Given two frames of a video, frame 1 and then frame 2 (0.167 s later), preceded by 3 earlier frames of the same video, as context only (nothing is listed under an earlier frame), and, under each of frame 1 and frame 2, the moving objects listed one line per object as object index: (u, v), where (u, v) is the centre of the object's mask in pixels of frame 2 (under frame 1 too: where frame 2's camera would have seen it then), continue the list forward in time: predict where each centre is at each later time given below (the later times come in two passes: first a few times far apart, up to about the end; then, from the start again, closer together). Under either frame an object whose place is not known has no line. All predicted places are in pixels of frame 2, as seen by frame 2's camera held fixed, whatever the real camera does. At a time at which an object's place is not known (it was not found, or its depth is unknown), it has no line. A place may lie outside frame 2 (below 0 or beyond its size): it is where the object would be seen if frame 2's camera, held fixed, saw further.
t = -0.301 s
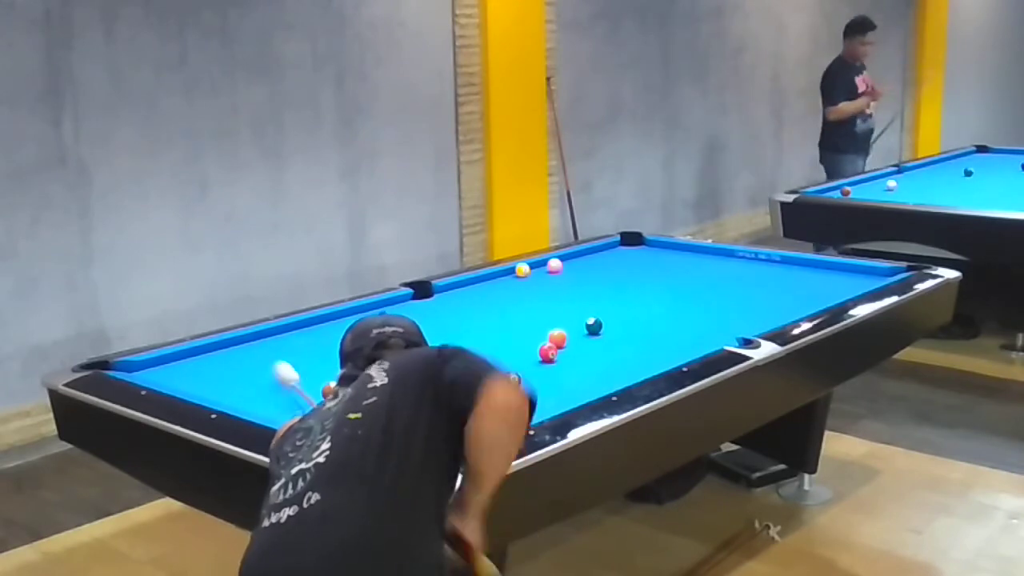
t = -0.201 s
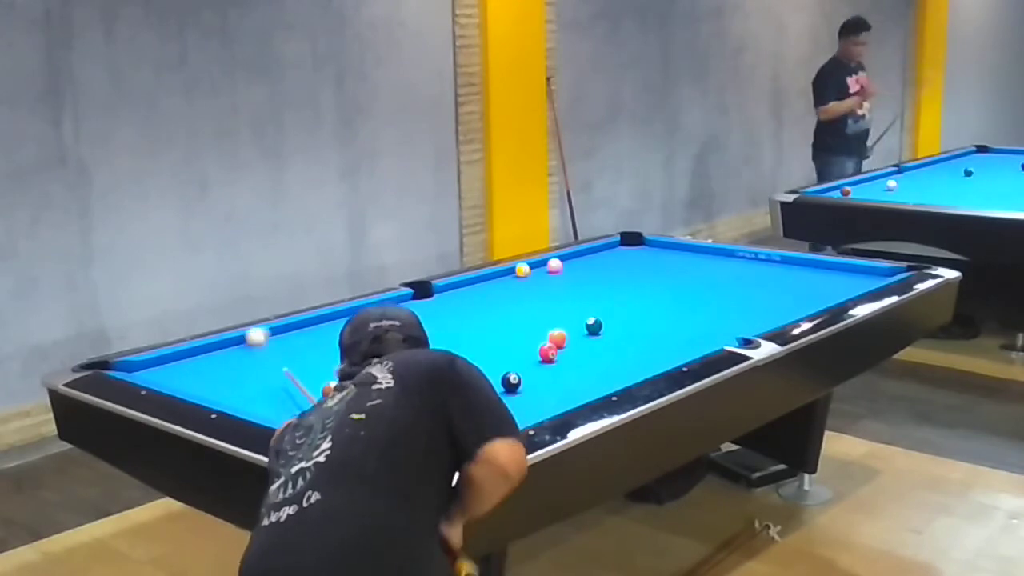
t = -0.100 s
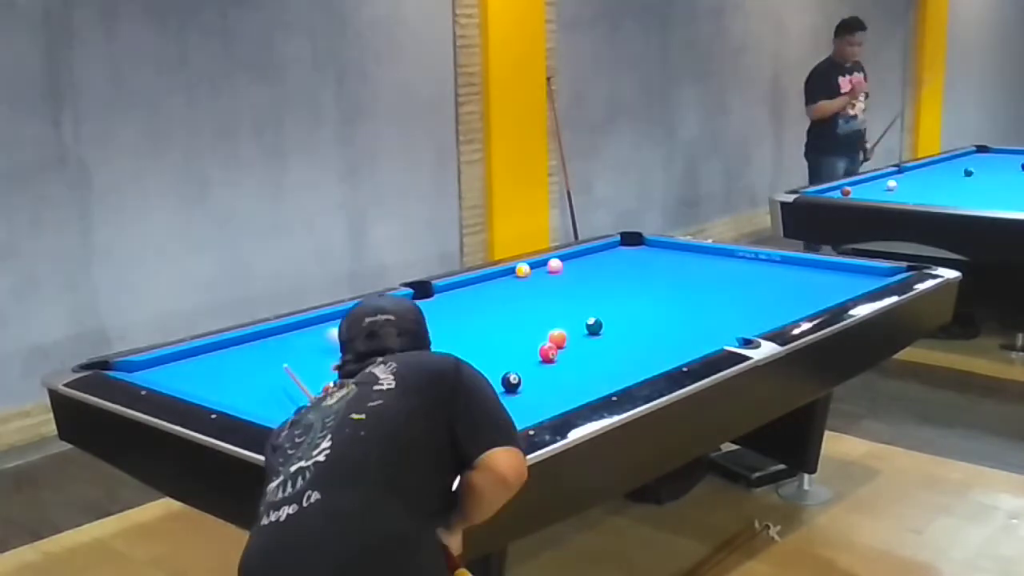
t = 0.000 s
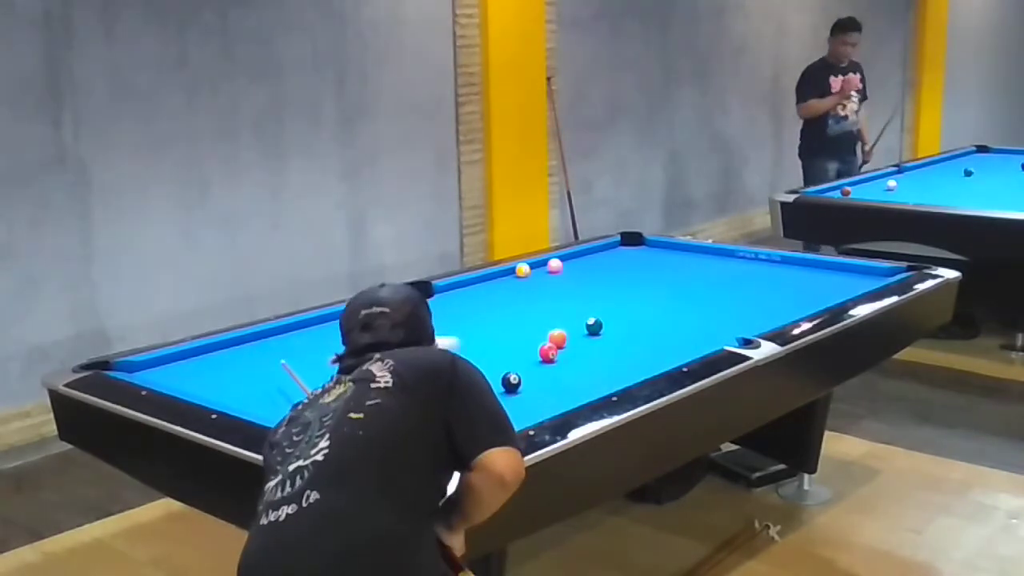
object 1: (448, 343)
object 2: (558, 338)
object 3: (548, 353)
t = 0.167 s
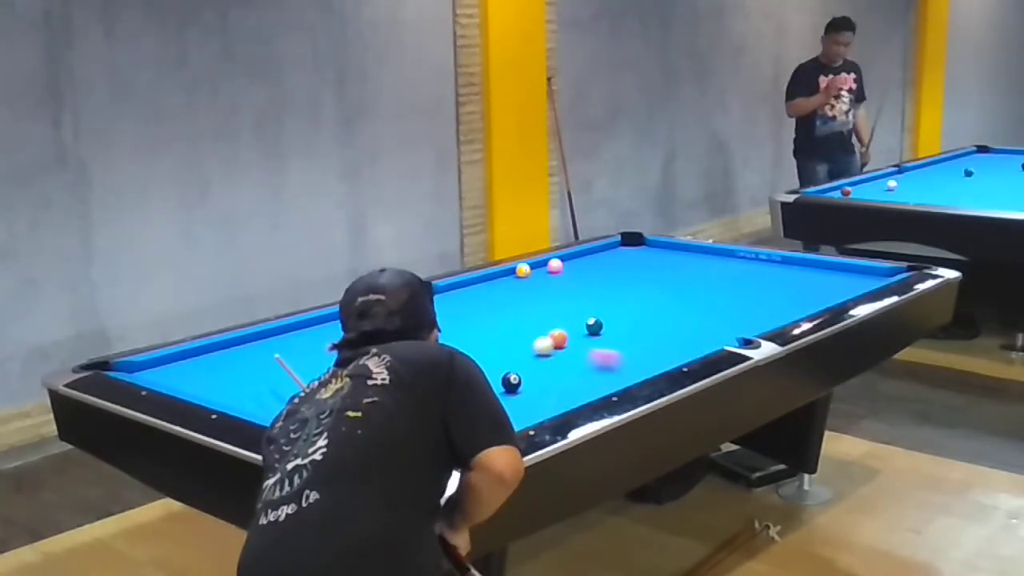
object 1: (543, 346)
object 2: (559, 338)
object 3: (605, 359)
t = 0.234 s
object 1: (558, 341)
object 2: (557, 331)
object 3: (655, 362)
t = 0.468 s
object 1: (613, 338)
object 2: (558, 330)
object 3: (598, 347)
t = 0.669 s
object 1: (655, 327)
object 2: (558, 324)
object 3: (552, 342)
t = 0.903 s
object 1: (700, 315)
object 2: (558, 319)
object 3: (502, 337)
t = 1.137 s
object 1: (742, 304)
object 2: (558, 313)
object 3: (455, 332)
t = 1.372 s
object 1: (780, 293)
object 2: (558, 308)
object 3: (411, 327)
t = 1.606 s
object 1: (815, 283)
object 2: (558, 303)
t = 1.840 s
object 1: (847, 274)
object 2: (557, 299)
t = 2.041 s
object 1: (867, 271)
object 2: (557, 296)
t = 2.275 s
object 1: (876, 277)
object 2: (557, 292)
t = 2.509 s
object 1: (864, 281)
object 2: (557, 289)
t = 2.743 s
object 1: (842, 284)
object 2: (557, 286)
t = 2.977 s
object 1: (822, 286)
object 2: (556, 283)
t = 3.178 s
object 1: (804, 288)
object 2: (556, 281)
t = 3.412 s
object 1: (785, 290)
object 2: (555, 279)
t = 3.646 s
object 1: (766, 292)
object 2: (555, 277)
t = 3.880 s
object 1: (749, 294)
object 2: (554, 276)
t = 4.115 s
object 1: (733, 296)
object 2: (553, 274)
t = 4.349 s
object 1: (717, 297)
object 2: (553, 273)
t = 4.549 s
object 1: (705, 298)
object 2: (552, 272)
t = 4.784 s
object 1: (692, 300)
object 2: (551, 272)
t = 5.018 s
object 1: (680, 301)
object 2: (550, 271)
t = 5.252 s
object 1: (669, 302)
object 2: (550, 271)
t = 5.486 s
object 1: (659, 304)
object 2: (551, 271)
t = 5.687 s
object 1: (651, 304)
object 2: (550, 271)
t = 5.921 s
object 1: (644, 306)
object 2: (549, 272)
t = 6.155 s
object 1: (637, 306)
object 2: (548, 272)
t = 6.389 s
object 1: (631, 306)
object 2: (549, 271)
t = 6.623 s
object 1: (630, 306)
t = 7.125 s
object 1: (619, 306)
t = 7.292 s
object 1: (622, 307)
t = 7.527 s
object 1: (621, 307)
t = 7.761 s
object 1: (621, 306)
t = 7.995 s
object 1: (621, 307)
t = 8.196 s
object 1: (621, 307)
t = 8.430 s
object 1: (621, 307)
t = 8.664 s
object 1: (621, 307)
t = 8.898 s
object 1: (621, 307)
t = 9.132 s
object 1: (621, 307)
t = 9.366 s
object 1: (621, 307)
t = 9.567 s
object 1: (621, 307)
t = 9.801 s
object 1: (621, 307)
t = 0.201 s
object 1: (550, 344)
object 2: (561, 336)
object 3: (631, 362)
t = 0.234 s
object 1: (558, 341)
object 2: (557, 331)
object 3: (655, 362)
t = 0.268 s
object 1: (565, 343)
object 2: (555, 334)
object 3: (651, 361)
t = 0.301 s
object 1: (574, 343)
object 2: (557, 335)
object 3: (641, 359)
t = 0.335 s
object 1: (581, 343)
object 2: (558, 334)
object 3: (632, 356)
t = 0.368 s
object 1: (589, 342)
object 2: (558, 333)
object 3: (623, 353)
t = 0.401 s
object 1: (596, 342)
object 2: (558, 332)
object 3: (614, 350)
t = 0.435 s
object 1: (605, 337)
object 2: (558, 331)
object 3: (605, 347)
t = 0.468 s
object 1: (613, 338)
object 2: (558, 330)
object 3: (598, 347)
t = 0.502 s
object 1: (620, 337)
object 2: (558, 329)
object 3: (590, 346)
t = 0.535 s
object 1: (627, 335)
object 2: (558, 328)
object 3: (582, 346)
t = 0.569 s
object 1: (634, 333)
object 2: (558, 327)
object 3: (575, 345)
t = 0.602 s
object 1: (641, 330)
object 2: (558, 326)
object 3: (567, 344)
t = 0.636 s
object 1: (648, 329)
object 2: (558, 325)
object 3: (559, 343)
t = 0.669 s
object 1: (655, 327)
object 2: (558, 324)
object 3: (552, 342)
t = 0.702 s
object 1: (661, 325)
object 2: (558, 324)
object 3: (544, 342)
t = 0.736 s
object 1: (668, 323)
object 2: (558, 323)
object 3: (537, 341)
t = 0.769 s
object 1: (674, 322)
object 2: (557, 322)
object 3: (530, 340)
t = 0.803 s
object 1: (681, 320)
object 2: (558, 321)
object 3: (522, 339)
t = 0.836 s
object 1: (687, 318)
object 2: (557, 320)
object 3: (515, 339)
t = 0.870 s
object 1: (694, 317)
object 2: (558, 319)
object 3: (508, 338)
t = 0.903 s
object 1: (700, 315)
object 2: (558, 319)
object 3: (502, 337)
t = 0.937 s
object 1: (706, 313)
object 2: (558, 318)
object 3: (495, 336)
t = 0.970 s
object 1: (712, 312)
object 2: (558, 317)
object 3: (488, 336)
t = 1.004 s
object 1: (718, 310)
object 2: (558, 316)
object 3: (481, 335)
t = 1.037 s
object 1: (724, 308)
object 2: (558, 315)
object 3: (475, 334)
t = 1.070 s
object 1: (730, 307)
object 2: (558, 314)
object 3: (468, 334)
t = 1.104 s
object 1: (736, 305)
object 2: (558, 314)
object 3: (462, 333)
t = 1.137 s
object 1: (742, 304)
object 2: (558, 313)
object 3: (455, 332)
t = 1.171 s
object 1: (748, 302)
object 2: (558, 312)
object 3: (448, 331)
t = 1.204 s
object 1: (753, 300)
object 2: (558, 311)
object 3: (442, 331)
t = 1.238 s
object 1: (758, 299)
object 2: (558, 311)
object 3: (435, 330)
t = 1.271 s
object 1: (764, 297)
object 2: (558, 310)
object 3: (429, 330)
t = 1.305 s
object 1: (769, 296)
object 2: (558, 309)
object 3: (424, 329)
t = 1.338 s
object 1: (775, 294)
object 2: (558, 309)
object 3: (417, 328)
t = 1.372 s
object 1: (780, 293)
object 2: (558, 308)
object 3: (411, 327)
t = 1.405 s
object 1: (785, 292)
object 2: (558, 307)
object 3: (404, 326)
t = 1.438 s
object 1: (790, 290)
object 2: (558, 307)
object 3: (398, 326)
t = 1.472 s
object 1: (795, 289)
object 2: (557, 306)
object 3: (393, 325)
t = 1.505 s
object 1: (800, 287)
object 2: (558, 305)
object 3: (387, 324)
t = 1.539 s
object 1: (805, 286)
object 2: (558, 304)
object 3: (383, 323)
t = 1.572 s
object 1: (810, 285)
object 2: (558, 304)
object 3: (380, 321)
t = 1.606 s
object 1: (815, 283)
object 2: (558, 303)
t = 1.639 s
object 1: (819, 282)
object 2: (558, 302)
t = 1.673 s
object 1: (824, 281)
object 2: (558, 302)
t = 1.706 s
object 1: (829, 279)
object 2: (558, 301)
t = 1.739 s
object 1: (833, 278)
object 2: (557, 301)
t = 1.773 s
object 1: (838, 277)
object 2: (557, 300)
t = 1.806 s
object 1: (842, 276)
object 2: (557, 300)
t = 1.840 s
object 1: (847, 274)
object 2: (557, 299)
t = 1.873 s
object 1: (852, 273)
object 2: (557, 298)
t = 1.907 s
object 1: (856, 272)
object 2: (557, 298)
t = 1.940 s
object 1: (860, 270)
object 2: (557, 297)
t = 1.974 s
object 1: (865, 270)
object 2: (557, 297)
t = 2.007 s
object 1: (866, 270)
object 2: (557, 296)
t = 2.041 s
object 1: (867, 271)
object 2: (557, 296)
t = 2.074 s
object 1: (868, 272)
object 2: (557, 295)
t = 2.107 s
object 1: (870, 273)
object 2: (557, 295)
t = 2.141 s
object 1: (871, 274)
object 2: (557, 294)
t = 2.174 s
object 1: (872, 275)
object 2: (557, 294)
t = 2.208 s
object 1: (874, 276)
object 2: (557, 293)
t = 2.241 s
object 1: (875, 276)
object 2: (557, 293)
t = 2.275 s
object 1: (876, 277)
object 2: (557, 292)
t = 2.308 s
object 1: (877, 277)
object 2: (557, 292)
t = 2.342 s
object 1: (879, 278)
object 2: (557, 291)
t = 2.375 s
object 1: (876, 279)
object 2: (557, 291)
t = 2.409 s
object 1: (873, 279)
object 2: (557, 290)
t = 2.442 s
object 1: (870, 280)
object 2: (557, 290)
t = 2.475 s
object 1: (867, 280)
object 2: (557, 290)
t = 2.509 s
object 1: (864, 281)
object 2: (557, 289)
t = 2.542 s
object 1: (860, 281)
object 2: (557, 289)
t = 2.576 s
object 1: (857, 282)
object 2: (557, 288)
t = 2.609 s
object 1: (854, 282)
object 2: (557, 287)
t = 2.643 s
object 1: (851, 283)
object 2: (557, 287)
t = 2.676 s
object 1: (848, 283)
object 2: (557, 287)
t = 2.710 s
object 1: (845, 284)
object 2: (557, 286)
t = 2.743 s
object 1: (842, 284)
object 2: (557, 286)
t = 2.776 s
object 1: (839, 284)
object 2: (557, 286)
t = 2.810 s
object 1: (836, 285)
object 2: (556, 285)
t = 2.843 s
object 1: (833, 285)
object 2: (556, 285)
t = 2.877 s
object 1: (830, 285)
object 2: (556, 284)
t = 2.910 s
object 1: (827, 286)
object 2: (557, 284)
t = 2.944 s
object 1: (824, 286)
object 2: (556, 284)
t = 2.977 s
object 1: (822, 286)
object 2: (556, 283)
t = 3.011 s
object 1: (818, 287)
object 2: (556, 283)
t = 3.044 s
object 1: (816, 287)
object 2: (556, 283)
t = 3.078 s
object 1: (813, 287)
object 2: (556, 282)
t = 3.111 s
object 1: (810, 287)
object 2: (556, 282)
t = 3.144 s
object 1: (807, 288)
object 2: (556, 282)
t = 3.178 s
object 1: (804, 288)
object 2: (556, 281)
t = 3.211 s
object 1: (801, 288)
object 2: (556, 281)
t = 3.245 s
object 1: (798, 289)
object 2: (556, 281)
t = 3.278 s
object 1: (795, 289)
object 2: (556, 280)
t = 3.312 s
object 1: (793, 289)
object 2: (556, 280)
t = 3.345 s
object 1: (790, 289)
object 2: (556, 280)
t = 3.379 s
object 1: (788, 290)
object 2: (556, 279)
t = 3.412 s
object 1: (785, 290)
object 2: (555, 279)
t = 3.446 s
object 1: (782, 290)
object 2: (555, 279)
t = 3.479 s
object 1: (779, 291)
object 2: (555, 279)
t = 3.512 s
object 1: (777, 291)
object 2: (555, 278)
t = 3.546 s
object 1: (774, 291)
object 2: (555, 278)
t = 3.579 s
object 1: (771, 292)
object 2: (555, 278)
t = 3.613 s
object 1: (769, 292)
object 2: (555, 278)
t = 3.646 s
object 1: (766, 292)
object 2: (555, 277)
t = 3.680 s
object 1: (764, 292)
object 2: (555, 277)
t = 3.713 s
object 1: (761, 293)
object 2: (555, 277)
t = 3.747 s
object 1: (759, 293)
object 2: (555, 277)
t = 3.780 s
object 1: (756, 293)
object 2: (555, 276)
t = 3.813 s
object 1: (754, 293)
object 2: (555, 276)
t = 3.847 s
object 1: (751, 294)
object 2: (555, 276)
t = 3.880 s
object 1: (749, 294)
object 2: (554, 276)
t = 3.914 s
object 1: (747, 294)
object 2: (554, 276)
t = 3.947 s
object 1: (744, 295)
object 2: (554, 275)
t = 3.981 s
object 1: (742, 295)
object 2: (554, 275)
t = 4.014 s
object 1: (740, 295)
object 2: (554, 275)
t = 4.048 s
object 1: (737, 295)
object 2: (554, 275)
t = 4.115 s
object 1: (733, 296)
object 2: (553, 274)
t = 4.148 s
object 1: (730, 296)
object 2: (553, 274)
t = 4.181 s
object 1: (728, 296)
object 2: (553, 274)
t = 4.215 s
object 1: (726, 296)
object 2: (553, 274)
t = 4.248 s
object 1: (724, 297)
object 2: (553, 274)
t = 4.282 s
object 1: (722, 297)
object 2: (553, 274)
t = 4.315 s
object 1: (719, 297)
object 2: (553, 273)
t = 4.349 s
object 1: (717, 297)
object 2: (553, 273)
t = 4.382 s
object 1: (715, 297)
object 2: (552, 273)
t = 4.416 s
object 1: (713, 297)
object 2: (552, 273)
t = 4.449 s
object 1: (711, 298)
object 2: (552, 273)
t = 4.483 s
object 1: (709, 298)
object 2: (552, 273)
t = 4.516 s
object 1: (707, 298)
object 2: (552, 272)
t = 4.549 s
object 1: (705, 298)
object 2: (552, 272)
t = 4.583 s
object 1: (703, 299)
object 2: (552, 272)
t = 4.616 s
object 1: (701, 299)
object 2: (552, 272)
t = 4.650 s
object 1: (699, 299)
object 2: (551, 272)
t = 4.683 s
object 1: (698, 299)
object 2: (551, 272)
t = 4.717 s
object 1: (695, 300)
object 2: (551, 272)
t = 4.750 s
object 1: (694, 300)
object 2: (551, 272)
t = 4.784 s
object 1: (692, 300)
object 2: (551, 272)
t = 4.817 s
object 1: (690, 300)
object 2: (551, 272)
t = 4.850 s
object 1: (688, 300)
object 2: (551, 272)
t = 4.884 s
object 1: (687, 301)
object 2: (551, 272)
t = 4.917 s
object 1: (685, 301)
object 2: (551, 272)
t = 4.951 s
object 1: (683, 301)
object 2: (550, 272)
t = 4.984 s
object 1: (682, 301)
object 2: (550, 272)
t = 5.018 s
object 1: (680, 301)
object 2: (550, 271)
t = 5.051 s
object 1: (678, 301)
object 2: (550, 271)
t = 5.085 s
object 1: (677, 301)
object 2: (550, 271)
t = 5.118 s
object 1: (675, 302)
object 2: (550, 271)
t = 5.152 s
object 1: (674, 302)
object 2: (550, 271)
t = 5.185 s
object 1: (672, 302)
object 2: (550, 271)
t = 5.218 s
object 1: (670, 302)
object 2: (550, 271)
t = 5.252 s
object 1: (669, 302)
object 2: (550, 271)
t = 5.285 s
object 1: (667, 303)
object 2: (550, 271)
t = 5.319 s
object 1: (666, 303)
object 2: (550, 271)
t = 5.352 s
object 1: (665, 303)
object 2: (550, 271)
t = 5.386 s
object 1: (663, 303)
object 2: (550, 271)
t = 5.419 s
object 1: (662, 303)
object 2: (550, 271)
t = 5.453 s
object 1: (660, 303)
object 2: (550, 271)
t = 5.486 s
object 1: (659, 304)
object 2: (551, 271)
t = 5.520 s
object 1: (658, 304)
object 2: (551, 270)
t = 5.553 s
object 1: (656, 304)
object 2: (550, 271)
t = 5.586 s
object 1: (655, 304)
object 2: (550, 271)
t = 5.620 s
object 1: (654, 304)
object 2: (549, 271)
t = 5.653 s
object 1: (653, 304)
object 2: (549, 271)
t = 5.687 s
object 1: (651, 304)
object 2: (550, 271)
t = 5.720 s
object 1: (650, 304)
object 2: (550, 271)
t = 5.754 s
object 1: (649, 305)
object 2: (549, 271)
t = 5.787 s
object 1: (648, 305)
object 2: (549, 272)
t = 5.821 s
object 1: (647, 306)
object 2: (550, 272)
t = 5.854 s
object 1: (646, 306)
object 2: (549, 272)
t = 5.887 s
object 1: (645, 306)
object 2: (549, 272)
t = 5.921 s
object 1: (644, 306)
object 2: (549, 272)
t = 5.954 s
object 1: (642, 306)
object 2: (549, 272)
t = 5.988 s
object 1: (642, 306)
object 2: (549, 272)
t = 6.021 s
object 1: (641, 306)
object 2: (549, 271)
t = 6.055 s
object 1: (640, 306)
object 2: (549, 271)
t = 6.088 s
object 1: (639, 306)
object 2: (548, 272)
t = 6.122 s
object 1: (638, 306)
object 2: (548, 272)
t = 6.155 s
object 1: (637, 306)
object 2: (548, 272)
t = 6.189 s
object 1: (636, 306)
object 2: (548, 271)
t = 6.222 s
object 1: (635, 306)
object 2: (548, 271)
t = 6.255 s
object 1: (634, 306)
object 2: (548, 272)
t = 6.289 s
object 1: (634, 306)
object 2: (548, 272)
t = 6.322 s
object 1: (633, 306)
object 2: (548, 272)
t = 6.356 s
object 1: (632, 306)
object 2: (549, 271)
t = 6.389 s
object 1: (631, 306)
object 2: (549, 271)
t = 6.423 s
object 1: (630, 306)
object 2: (550, 270)
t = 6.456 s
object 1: (630, 305)
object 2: (551, 269)
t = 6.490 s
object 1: (628, 306)
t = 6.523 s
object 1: (628, 306)
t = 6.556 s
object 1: (628, 306)
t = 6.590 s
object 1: (628, 306)
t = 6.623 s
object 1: (630, 306)
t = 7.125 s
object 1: (619, 306)
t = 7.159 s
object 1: (623, 307)
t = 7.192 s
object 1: (623, 307)
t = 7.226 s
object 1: (622, 307)
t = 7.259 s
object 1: (622, 307)
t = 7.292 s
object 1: (622, 307)
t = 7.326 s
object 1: (622, 307)
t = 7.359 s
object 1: (621, 307)
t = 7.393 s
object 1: (621, 307)
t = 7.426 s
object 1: (621, 307)
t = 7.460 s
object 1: (621, 307)
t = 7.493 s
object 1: (621, 307)
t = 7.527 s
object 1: (621, 307)
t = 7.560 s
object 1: (621, 307)
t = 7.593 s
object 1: (621, 307)
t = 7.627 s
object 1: (621, 307)
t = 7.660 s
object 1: (621, 306)
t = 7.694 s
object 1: (621, 307)
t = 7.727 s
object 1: (621, 307)
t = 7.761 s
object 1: (621, 306)
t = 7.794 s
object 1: (621, 307)
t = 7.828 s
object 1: (621, 306)
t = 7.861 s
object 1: (621, 306)
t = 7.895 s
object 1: (621, 306)
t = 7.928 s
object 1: (621, 306)
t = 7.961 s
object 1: (621, 306)
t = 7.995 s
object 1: (621, 307)
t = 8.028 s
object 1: (621, 307)
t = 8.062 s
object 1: (621, 307)
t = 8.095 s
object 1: (621, 307)
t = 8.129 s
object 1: (621, 307)
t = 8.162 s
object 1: (621, 307)
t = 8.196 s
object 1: (621, 307)
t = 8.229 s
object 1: (621, 307)
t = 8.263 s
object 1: (621, 307)
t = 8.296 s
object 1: (621, 307)
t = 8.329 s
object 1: (621, 307)
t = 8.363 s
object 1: (621, 307)
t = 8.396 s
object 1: (621, 307)
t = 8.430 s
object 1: (621, 307)
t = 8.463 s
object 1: (621, 307)
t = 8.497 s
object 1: (621, 307)
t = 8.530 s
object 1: (621, 307)
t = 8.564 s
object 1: (621, 307)
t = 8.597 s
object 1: (621, 307)
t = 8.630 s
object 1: (621, 307)
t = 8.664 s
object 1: (621, 307)
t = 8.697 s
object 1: (621, 307)
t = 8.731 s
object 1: (621, 307)
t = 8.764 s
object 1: (621, 307)
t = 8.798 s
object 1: (621, 307)
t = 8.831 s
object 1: (621, 307)
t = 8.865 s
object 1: (621, 307)
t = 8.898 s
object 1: (621, 307)
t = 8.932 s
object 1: (621, 307)
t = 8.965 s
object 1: (621, 307)
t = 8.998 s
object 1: (621, 307)
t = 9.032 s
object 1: (621, 307)
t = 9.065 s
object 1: (621, 307)
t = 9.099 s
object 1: (621, 307)
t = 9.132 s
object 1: (621, 307)
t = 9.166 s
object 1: (621, 307)
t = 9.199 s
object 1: (621, 307)
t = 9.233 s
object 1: (621, 307)
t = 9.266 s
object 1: (621, 307)
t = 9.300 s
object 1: (621, 307)
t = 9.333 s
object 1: (621, 307)
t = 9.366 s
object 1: (621, 307)
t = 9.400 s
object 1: (621, 307)
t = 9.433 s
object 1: (621, 307)
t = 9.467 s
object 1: (621, 307)
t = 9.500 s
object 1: (621, 307)
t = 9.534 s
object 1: (621, 307)
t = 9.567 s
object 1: (621, 307)
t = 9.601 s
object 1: (621, 307)
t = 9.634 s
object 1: (621, 307)
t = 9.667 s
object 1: (621, 307)
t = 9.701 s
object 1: (621, 307)
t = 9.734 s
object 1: (621, 307)
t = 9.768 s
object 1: (621, 307)
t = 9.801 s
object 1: (621, 307)
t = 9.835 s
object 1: (621, 307)
